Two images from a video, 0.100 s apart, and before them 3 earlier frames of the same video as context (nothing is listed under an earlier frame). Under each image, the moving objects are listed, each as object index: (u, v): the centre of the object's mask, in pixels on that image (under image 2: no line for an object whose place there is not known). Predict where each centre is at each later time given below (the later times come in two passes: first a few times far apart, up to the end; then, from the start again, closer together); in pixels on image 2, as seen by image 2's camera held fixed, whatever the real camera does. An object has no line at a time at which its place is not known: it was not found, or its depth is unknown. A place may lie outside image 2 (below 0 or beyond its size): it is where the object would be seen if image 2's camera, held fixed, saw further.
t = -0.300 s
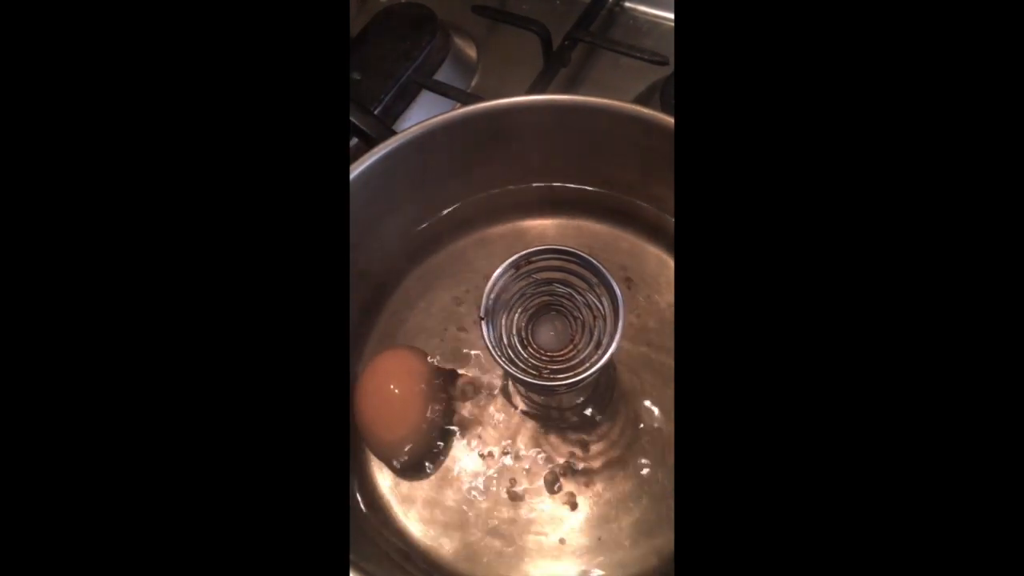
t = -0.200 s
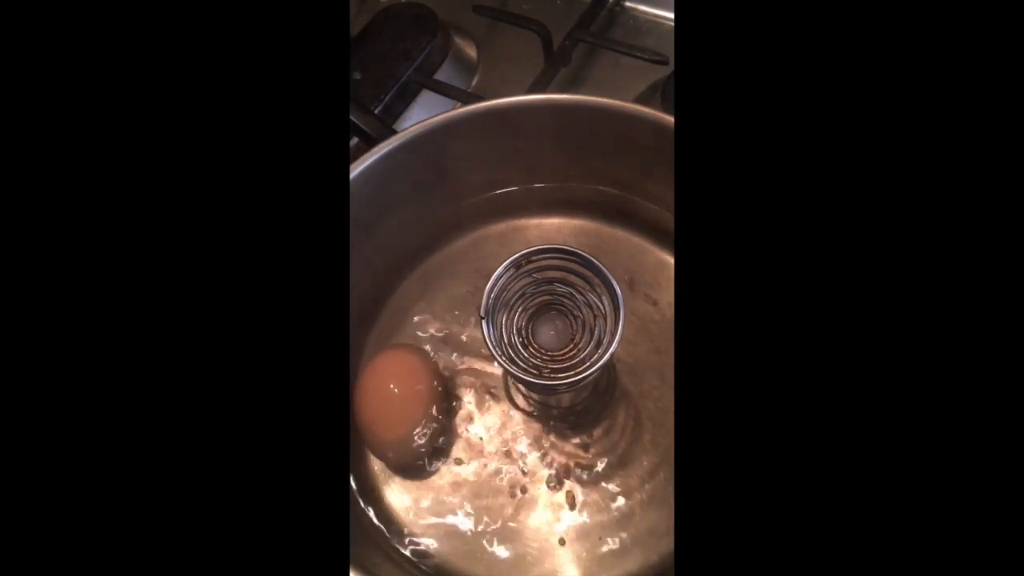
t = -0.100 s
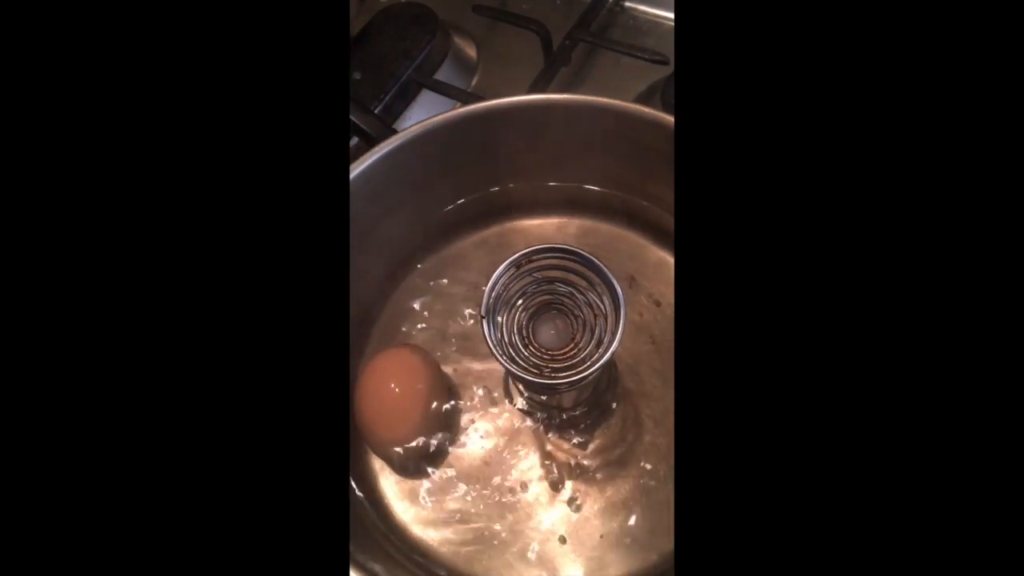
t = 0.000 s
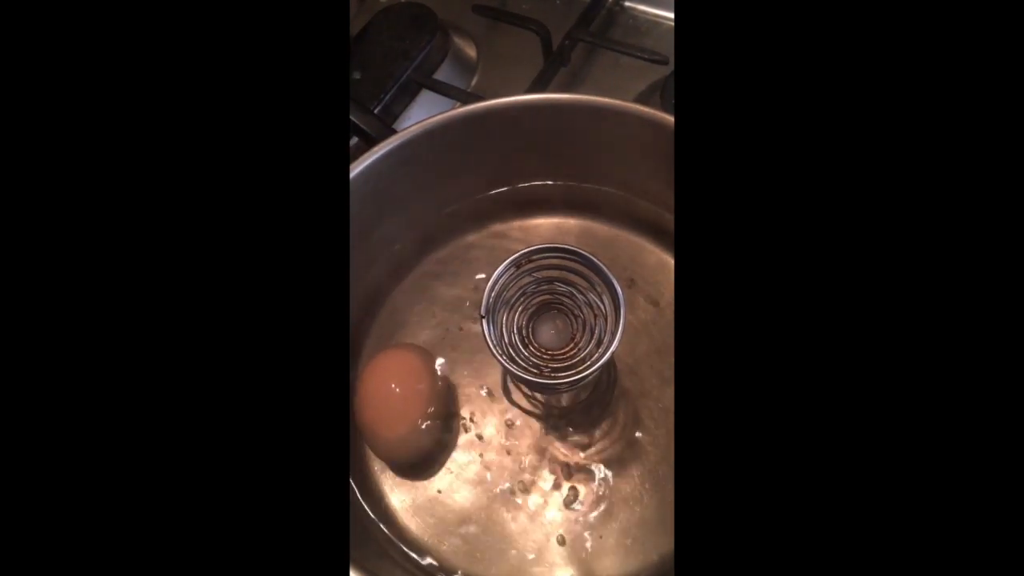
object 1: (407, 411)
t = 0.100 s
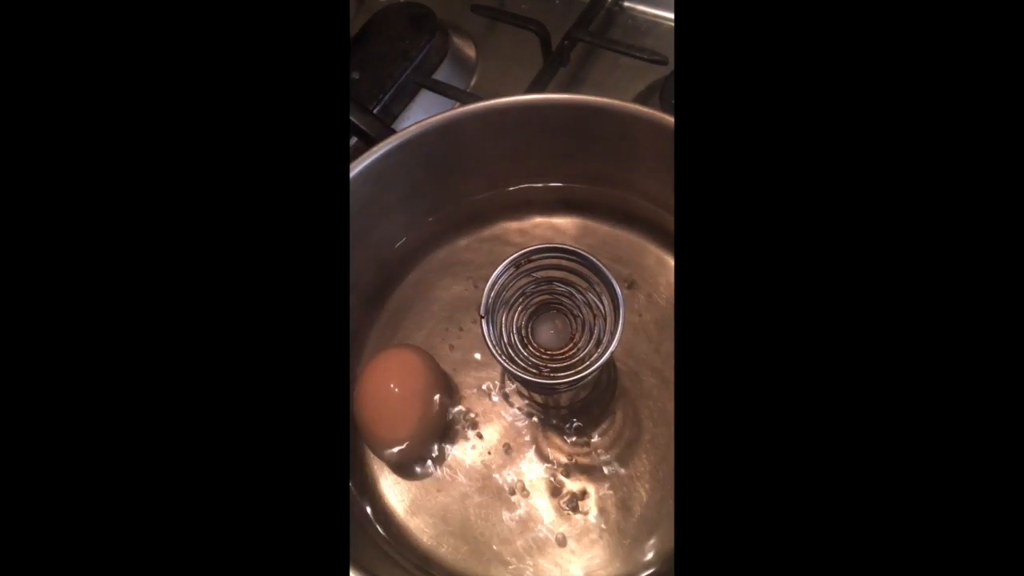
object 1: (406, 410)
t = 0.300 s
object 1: (408, 409)
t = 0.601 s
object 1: (408, 408)
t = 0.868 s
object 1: (412, 408)
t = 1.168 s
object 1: (410, 407)
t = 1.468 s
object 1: (414, 408)
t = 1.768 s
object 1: (420, 405)
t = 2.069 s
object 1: (420, 407)
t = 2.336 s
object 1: (415, 406)
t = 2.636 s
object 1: (410, 405)
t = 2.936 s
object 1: (412, 404)
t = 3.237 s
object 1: (410, 406)
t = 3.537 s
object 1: (411, 404)
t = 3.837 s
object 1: (410, 405)
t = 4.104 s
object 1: (413, 406)
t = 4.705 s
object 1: (417, 402)
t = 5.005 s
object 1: (418, 404)
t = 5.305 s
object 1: (421, 403)
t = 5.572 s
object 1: (415, 402)
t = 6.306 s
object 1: (416, 402)
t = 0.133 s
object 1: (406, 410)
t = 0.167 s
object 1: (406, 411)
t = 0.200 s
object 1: (406, 410)
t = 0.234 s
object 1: (408, 411)
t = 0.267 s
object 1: (407, 410)
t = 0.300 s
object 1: (408, 409)
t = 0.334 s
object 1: (410, 410)
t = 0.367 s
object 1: (412, 408)
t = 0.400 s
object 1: (405, 409)
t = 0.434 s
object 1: (408, 409)
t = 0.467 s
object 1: (407, 407)
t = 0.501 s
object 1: (407, 409)
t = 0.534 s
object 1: (407, 409)
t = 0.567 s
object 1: (408, 408)
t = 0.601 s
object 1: (408, 408)
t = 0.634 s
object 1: (409, 409)
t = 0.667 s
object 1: (410, 409)
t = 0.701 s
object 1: (414, 409)
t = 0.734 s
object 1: (413, 407)
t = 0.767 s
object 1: (413, 406)
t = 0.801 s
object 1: (414, 407)
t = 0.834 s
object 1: (410, 407)
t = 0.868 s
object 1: (412, 408)
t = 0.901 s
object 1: (410, 409)
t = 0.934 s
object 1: (407, 403)
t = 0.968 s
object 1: (410, 405)
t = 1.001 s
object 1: (413, 407)
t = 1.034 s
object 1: (416, 406)
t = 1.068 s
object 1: (411, 407)
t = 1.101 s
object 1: (418, 404)
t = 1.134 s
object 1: (418, 404)
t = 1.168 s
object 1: (410, 407)
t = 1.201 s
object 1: (413, 406)
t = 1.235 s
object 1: (413, 406)
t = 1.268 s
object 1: (413, 406)
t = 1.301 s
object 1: (415, 407)
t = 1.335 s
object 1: (412, 407)
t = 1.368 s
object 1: (412, 406)
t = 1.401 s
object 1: (417, 406)
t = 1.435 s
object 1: (417, 408)
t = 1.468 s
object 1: (414, 408)
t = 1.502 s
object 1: (414, 407)
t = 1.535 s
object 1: (416, 406)
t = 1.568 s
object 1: (418, 403)
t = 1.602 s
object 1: (412, 406)
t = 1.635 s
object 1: (417, 407)
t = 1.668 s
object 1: (416, 406)
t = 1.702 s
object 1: (417, 406)
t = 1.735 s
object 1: (415, 405)
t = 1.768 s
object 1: (420, 405)
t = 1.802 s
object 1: (417, 405)
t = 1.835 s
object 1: (416, 405)
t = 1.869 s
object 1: (417, 404)
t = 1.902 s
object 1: (415, 405)
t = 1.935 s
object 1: (415, 406)
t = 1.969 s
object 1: (418, 406)
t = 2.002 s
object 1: (416, 407)
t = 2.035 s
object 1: (416, 406)
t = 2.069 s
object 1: (420, 407)
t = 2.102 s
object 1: (420, 406)
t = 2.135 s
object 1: (422, 406)
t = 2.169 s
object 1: (422, 407)
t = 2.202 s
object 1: (422, 406)
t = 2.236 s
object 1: (413, 404)
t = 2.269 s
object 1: (411, 405)
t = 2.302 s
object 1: (415, 404)
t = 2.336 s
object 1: (415, 406)
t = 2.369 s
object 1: (414, 405)
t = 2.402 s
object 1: (415, 407)
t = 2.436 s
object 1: (414, 407)
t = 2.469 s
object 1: (415, 406)
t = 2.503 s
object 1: (415, 405)
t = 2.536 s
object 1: (417, 406)
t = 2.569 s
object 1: (416, 405)
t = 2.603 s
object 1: (417, 404)
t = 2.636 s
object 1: (410, 405)
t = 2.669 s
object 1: (410, 405)
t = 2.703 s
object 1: (411, 404)
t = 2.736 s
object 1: (415, 404)
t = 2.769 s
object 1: (415, 404)
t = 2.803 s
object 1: (410, 404)
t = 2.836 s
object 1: (410, 403)
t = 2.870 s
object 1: (411, 404)
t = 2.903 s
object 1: (411, 405)
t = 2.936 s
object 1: (412, 404)
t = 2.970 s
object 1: (412, 405)
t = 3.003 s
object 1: (416, 405)
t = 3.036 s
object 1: (411, 404)
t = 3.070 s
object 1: (417, 405)
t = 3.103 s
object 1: (416, 404)
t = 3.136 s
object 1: (414, 406)
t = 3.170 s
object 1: (411, 408)
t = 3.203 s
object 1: (411, 406)
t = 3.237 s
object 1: (410, 406)
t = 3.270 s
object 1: (411, 406)
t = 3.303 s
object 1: (413, 406)
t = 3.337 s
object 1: (412, 407)
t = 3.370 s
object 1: (412, 406)
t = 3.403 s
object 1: (411, 406)
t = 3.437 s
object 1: (411, 405)
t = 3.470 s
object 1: (413, 405)
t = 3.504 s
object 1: (413, 405)
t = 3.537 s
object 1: (411, 404)
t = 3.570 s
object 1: (412, 404)
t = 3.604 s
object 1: (413, 404)
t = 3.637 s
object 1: (416, 404)
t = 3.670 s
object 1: (414, 404)
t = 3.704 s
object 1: (414, 403)
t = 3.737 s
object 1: (415, 404)
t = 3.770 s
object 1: (414, 403)
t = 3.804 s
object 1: (409, 403)
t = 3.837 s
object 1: (410, 405)
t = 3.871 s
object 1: (411, 403)
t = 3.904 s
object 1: (411, 404)
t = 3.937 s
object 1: (414, 406)
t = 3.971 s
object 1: (414, 406)
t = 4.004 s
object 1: (413, 406)
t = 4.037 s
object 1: (412, 404)
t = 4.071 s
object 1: (411, 405)
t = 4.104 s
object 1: (413, 406)
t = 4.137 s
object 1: (415, 406)
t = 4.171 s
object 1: (414, 405)
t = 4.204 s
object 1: (417, 405)
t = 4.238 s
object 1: (416, 406)
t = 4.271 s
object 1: (416, 405)
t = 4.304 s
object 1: (411, 405)
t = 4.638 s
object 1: (412, 403)
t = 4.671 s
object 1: (415, 403)
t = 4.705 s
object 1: (417, 402)
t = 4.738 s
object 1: (417, 401)
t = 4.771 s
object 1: (416, 401)
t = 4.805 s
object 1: (412, 404)
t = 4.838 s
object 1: (413, 406)
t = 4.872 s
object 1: (411, 405)
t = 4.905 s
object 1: (416, 404)
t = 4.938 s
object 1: (417, 405)
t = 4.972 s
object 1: (416, 404)
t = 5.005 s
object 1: (418, 404)
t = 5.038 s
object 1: (417, 404)
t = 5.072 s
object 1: (414, 406)
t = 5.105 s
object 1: (415, 406)
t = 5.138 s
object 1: (416, 405)
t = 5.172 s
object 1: (419, 405)
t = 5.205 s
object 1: (418, 403)
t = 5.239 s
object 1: (420, 404)
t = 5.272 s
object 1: (420, 404)
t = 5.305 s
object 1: (421, 403)
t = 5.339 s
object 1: (420, 402)
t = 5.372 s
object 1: (419, 403)
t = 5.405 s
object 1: (413, 405)
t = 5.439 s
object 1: (412, 403)
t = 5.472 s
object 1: (418, 403)
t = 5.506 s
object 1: (420, 403)
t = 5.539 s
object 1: (416, 403)
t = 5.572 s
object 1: (415, 402)
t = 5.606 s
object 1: (414, 402)
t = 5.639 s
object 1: (413, 402)
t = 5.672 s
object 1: (416, 403)
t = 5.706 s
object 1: (417, 404)
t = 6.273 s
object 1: (415, 403)
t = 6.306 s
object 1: (416, 402)
